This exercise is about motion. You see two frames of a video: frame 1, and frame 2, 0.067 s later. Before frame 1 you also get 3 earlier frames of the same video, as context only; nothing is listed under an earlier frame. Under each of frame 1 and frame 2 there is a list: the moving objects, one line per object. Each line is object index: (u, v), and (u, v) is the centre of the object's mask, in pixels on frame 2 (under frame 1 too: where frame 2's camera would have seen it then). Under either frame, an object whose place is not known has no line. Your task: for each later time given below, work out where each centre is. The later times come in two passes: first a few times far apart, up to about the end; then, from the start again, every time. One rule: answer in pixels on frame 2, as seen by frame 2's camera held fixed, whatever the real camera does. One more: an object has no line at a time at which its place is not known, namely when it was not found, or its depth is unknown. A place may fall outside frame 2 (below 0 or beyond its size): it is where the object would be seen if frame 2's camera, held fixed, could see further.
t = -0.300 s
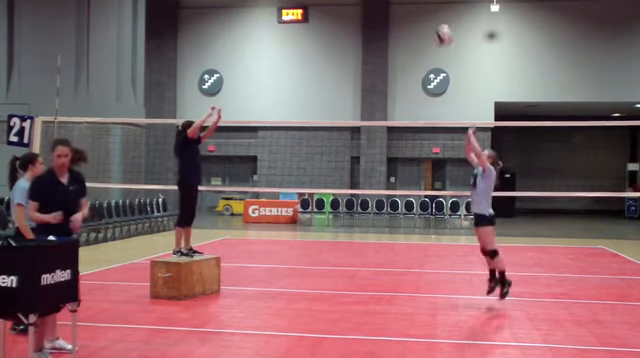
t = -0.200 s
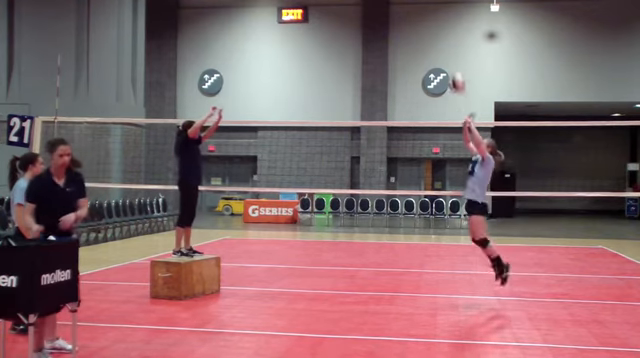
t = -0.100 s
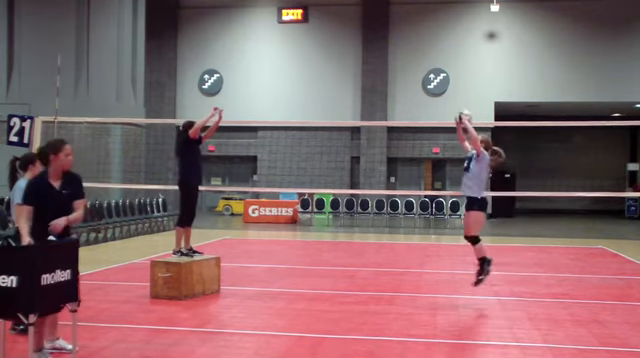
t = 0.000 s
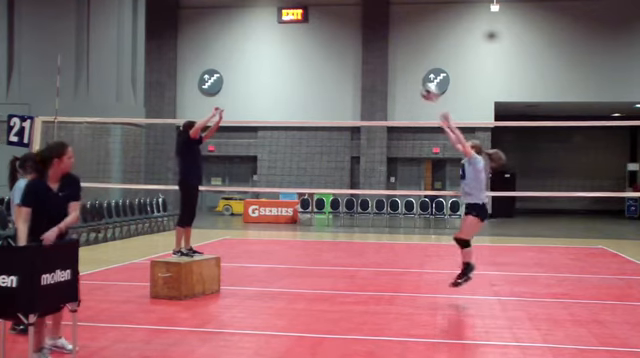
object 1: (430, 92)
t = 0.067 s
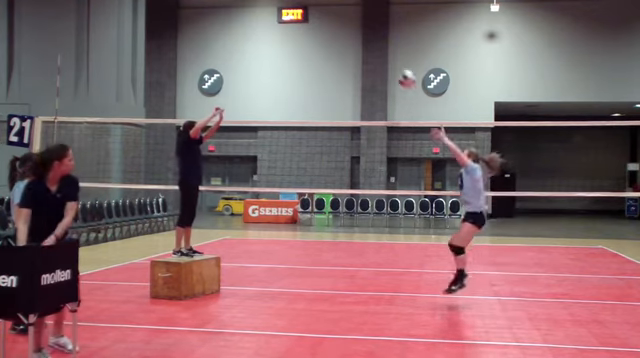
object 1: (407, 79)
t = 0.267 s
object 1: (338, 60)
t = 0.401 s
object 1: (295, 65)
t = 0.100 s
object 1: (394, 73)
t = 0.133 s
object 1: (383, 68)
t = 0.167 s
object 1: (372, 64)
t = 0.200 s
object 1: (361, 62)
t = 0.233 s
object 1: (349, 61)
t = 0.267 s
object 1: (338, 60)
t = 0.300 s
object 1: (328, 60)
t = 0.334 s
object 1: (317, 60)
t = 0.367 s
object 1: (306, 62)
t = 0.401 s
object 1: (295, 65)
